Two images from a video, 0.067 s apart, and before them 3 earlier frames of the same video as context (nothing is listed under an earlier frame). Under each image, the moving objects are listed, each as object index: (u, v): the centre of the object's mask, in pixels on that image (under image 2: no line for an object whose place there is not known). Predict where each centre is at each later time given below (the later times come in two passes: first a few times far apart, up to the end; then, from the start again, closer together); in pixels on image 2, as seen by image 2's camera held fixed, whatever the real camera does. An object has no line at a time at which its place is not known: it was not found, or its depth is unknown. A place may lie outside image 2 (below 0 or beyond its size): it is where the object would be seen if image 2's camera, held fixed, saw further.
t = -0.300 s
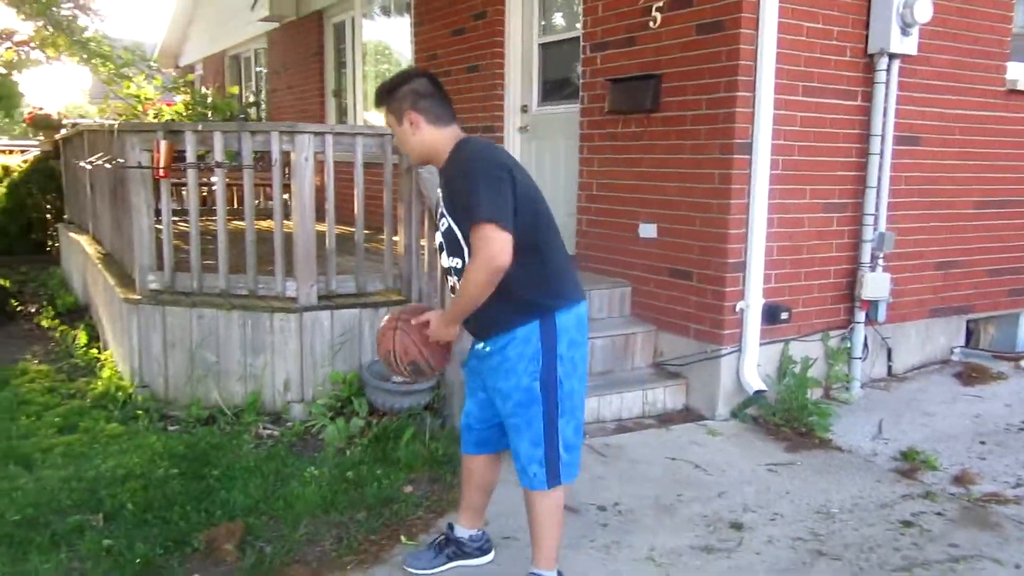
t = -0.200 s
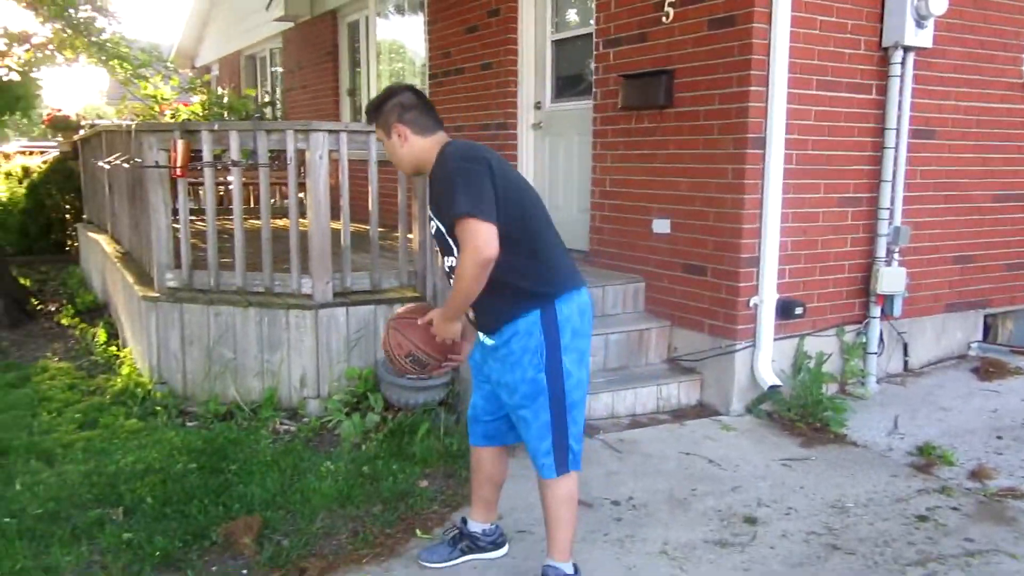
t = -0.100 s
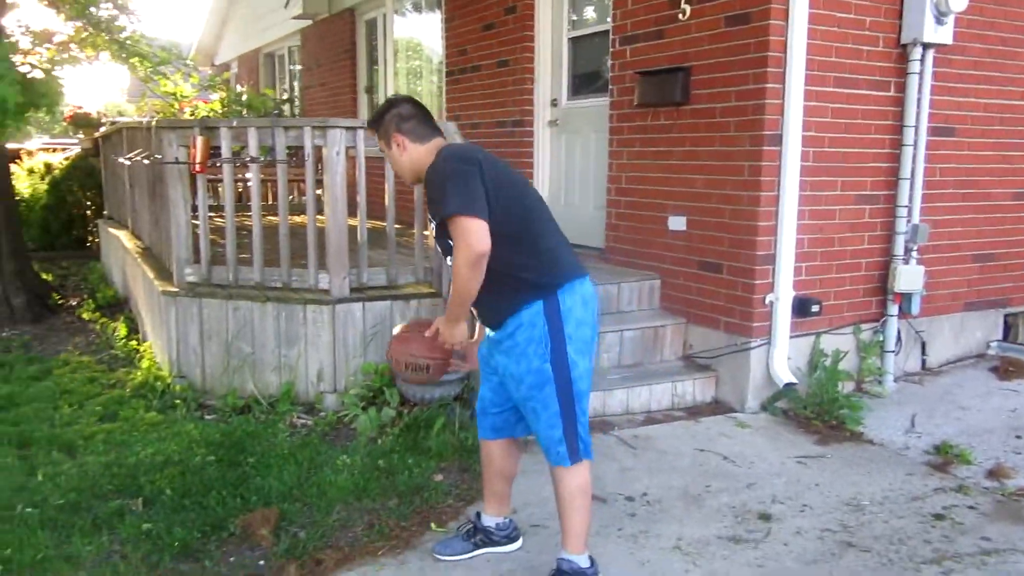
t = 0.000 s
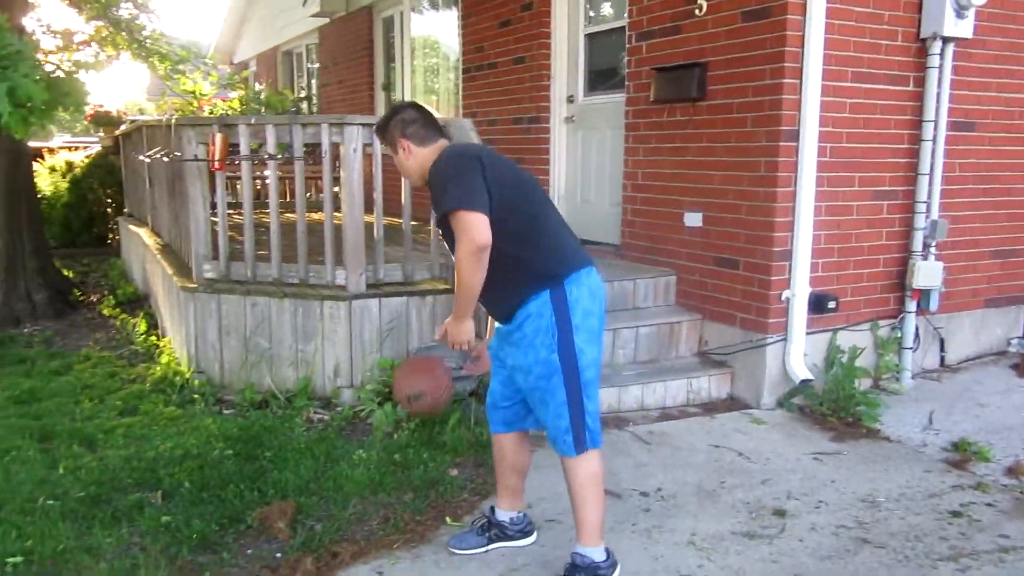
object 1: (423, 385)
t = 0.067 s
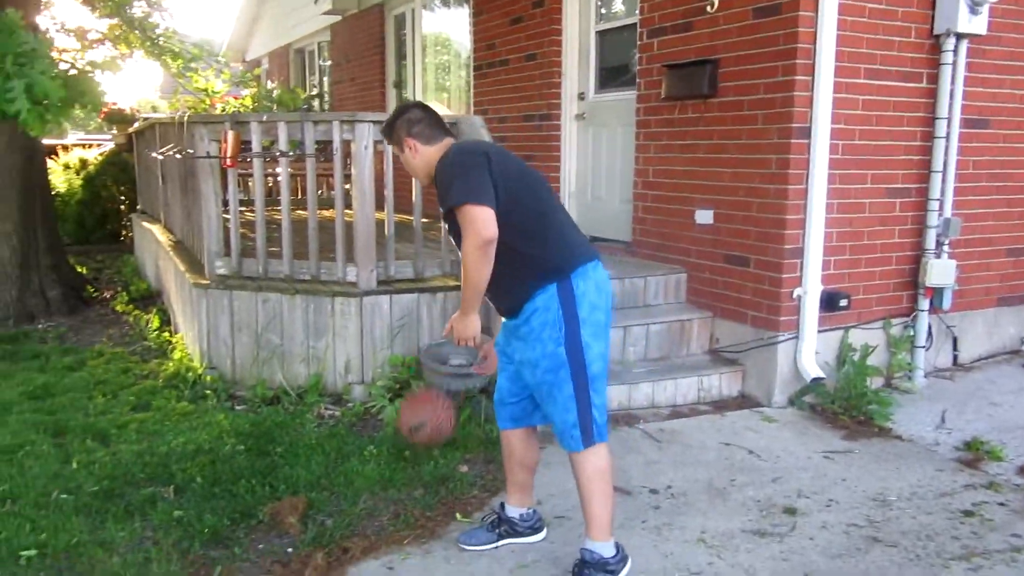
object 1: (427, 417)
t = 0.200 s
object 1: (410, 385)
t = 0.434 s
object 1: (376, 356)
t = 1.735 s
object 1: (297, 407)
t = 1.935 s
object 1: (293, 412)
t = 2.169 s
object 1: (287, 417)
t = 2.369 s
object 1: (283, 421)
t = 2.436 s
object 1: (282, 422)
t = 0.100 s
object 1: (423, 434)
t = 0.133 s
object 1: (419, 416)
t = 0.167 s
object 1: (413, 400)
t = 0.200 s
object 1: (410, 385)
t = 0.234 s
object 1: (404, 374)
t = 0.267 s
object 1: (399, 364)
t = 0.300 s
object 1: (395, 358)
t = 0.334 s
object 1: (391, 354)
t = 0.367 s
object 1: (386, 352)
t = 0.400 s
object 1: (382, 353)
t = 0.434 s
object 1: (376, 356)
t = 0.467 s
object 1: (371, 362)
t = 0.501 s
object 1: (368, 371)
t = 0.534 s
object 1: (364, 381)
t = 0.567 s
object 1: (359, 393)
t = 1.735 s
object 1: (297, 407)
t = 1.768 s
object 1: (296, 408)
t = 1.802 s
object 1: (296, 408)
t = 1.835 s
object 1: (295, 409)
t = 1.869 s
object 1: (295, 411)
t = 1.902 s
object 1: (294, 411)
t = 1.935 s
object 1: (293, 412)
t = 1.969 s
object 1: (292, 412)
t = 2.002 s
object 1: (291, 414)
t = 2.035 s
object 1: (290, 415)
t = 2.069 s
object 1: (289, 416)
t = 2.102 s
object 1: (288, 416)
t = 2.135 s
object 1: (287, 417)
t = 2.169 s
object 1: (287, 417)
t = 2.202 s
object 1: (287, 418)
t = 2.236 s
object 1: (286, 418)
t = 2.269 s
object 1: (286, 418)
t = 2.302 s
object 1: (285, 419)
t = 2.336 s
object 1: (284, 419)
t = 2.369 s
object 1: (283, 421)
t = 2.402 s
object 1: (283, 421)
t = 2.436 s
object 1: (282, 422)
